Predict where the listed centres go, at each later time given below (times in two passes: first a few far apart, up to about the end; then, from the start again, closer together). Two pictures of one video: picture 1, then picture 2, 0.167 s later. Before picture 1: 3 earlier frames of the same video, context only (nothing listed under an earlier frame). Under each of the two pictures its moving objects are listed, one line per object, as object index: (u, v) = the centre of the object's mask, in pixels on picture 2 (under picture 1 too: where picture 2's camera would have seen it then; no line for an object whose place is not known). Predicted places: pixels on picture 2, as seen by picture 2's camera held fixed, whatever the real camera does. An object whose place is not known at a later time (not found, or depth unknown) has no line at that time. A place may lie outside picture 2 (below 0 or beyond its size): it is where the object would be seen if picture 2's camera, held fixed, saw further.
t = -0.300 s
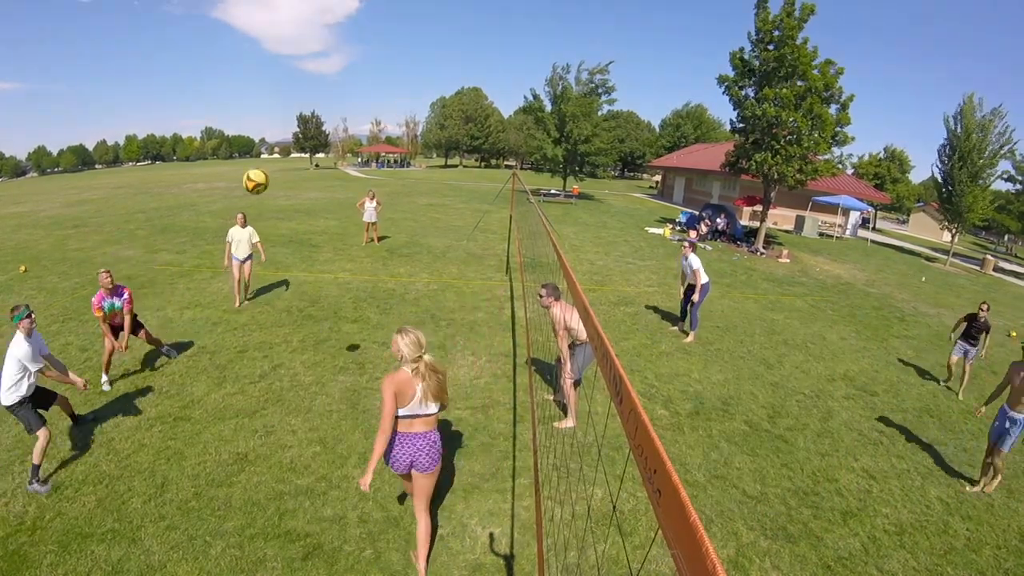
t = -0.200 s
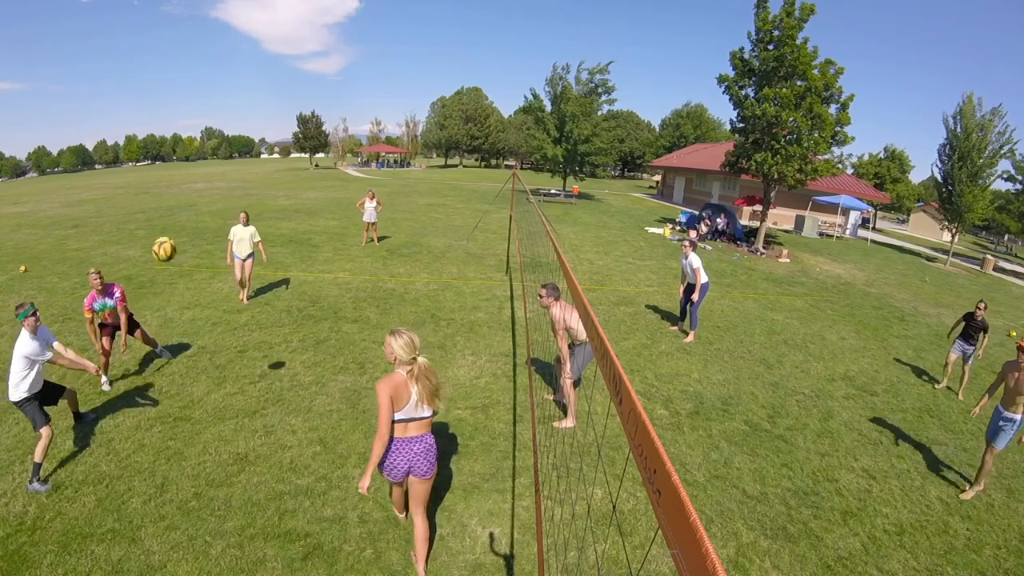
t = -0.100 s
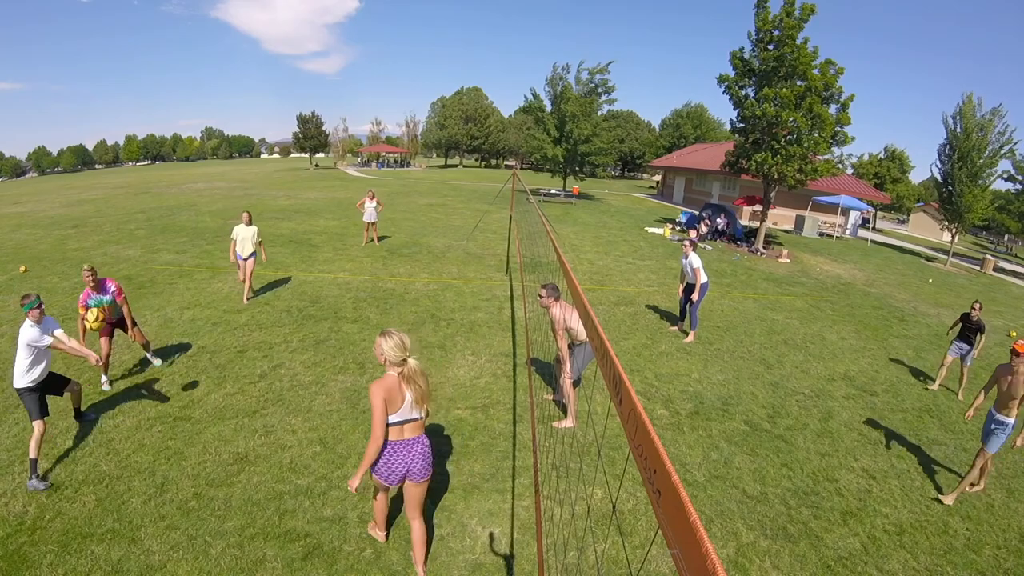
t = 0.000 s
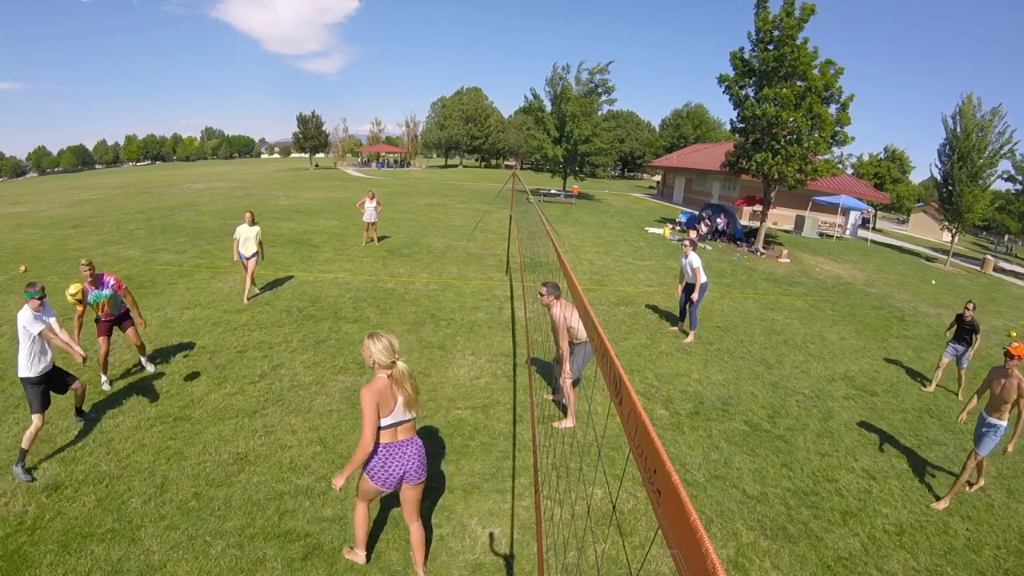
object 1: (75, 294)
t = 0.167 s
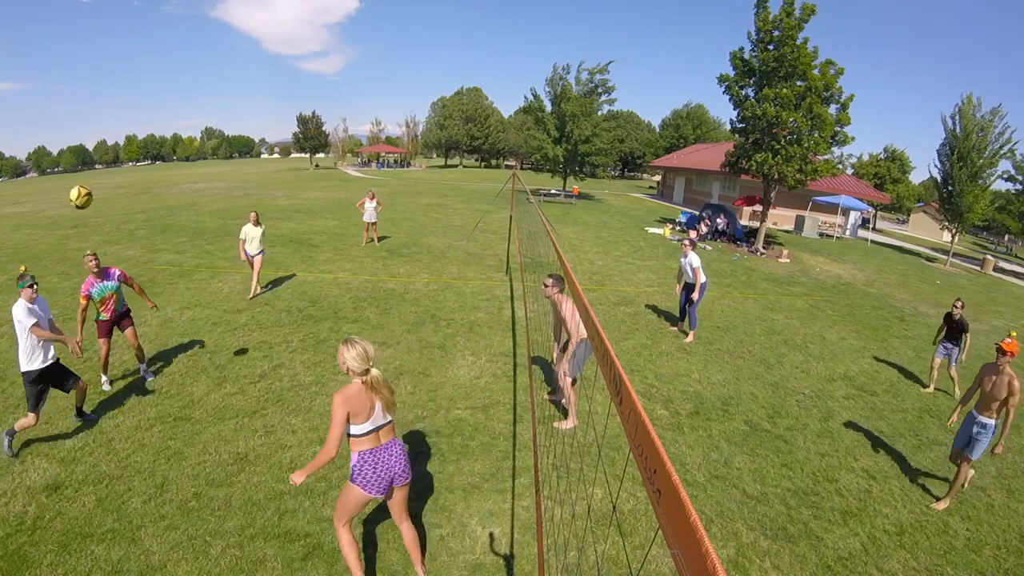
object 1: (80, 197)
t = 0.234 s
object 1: (85, 165)
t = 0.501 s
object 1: (114, 88)
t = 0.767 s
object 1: (148, 96)
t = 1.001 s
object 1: (185, 183)
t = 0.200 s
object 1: (82, 181)
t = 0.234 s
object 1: (85, 165)
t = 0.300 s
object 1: (91, 138)
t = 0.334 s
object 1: (95, 127)
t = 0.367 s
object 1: (99, 116)
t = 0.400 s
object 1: (103, 108)
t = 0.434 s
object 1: (107, 99)
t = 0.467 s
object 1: (110, 93)
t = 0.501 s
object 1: (114, 88)
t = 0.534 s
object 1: (119, 84)
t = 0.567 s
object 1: (122, 81)
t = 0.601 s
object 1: (127, 80)
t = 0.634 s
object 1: (131, 80)
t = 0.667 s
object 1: (135, 82)
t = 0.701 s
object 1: (139, 86)
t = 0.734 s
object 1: (143, 90)
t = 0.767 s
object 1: (148, 96)
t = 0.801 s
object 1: (153, 103)
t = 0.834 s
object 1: (158, 113)
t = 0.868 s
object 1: (162, 123)
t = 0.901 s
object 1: (166, 134)
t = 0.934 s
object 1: (172, 150)
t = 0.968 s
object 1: (179, 166)
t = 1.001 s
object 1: (185, 183)
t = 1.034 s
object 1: (191, 203)
